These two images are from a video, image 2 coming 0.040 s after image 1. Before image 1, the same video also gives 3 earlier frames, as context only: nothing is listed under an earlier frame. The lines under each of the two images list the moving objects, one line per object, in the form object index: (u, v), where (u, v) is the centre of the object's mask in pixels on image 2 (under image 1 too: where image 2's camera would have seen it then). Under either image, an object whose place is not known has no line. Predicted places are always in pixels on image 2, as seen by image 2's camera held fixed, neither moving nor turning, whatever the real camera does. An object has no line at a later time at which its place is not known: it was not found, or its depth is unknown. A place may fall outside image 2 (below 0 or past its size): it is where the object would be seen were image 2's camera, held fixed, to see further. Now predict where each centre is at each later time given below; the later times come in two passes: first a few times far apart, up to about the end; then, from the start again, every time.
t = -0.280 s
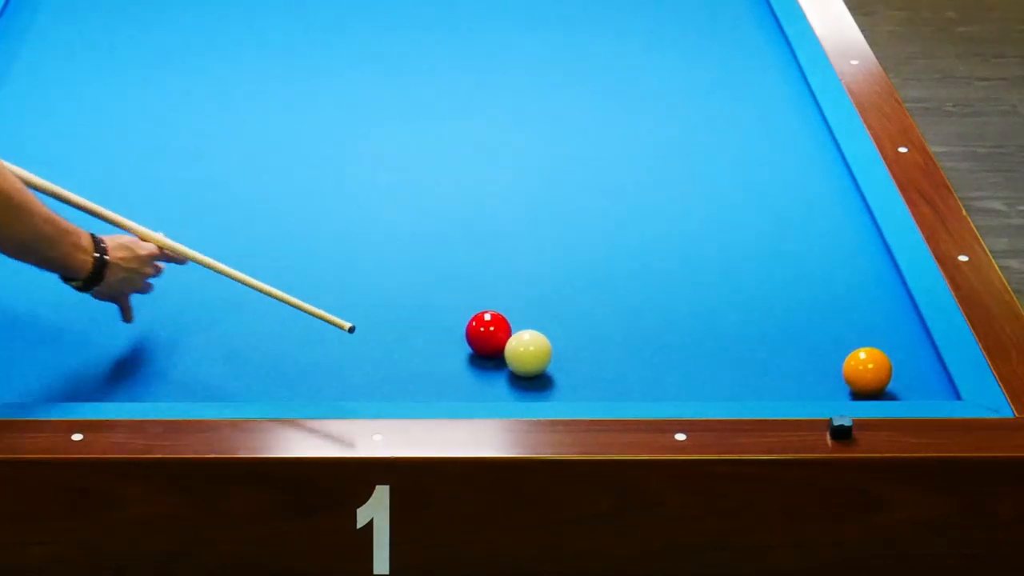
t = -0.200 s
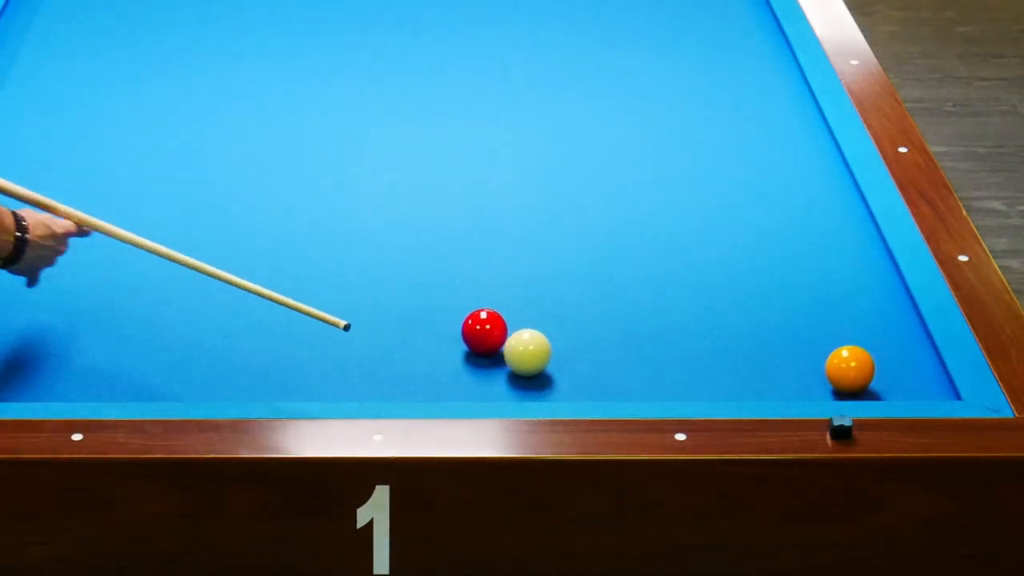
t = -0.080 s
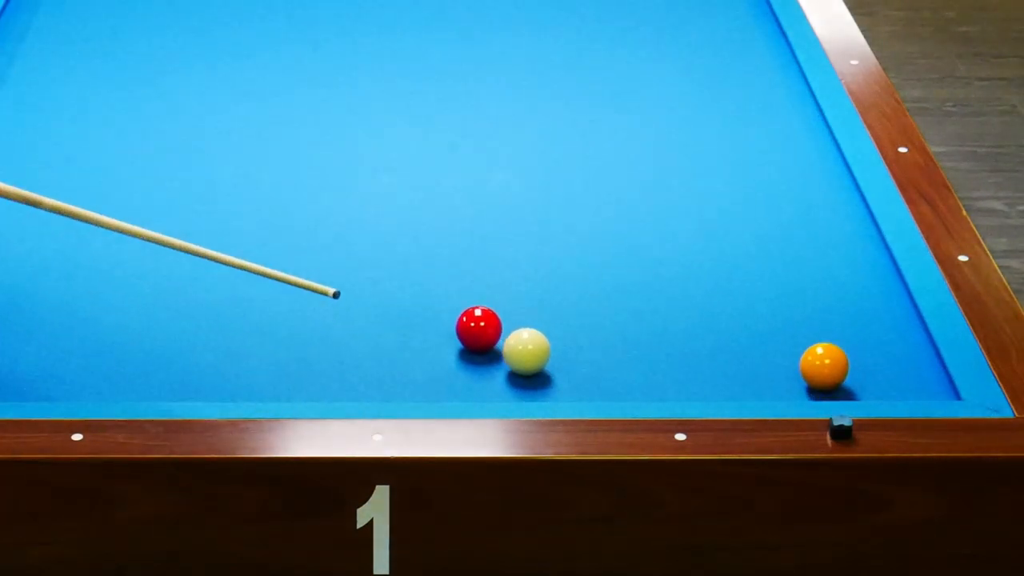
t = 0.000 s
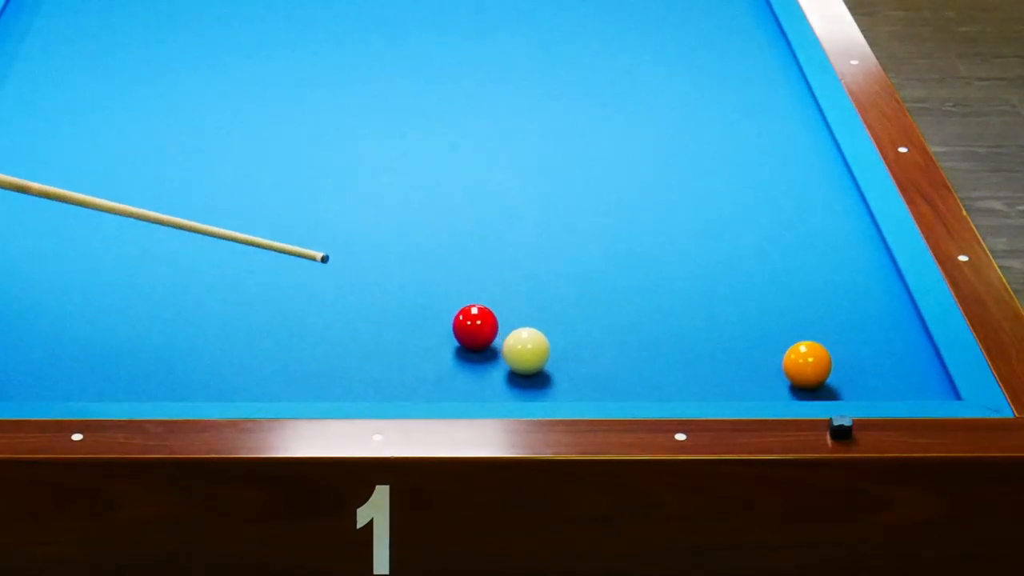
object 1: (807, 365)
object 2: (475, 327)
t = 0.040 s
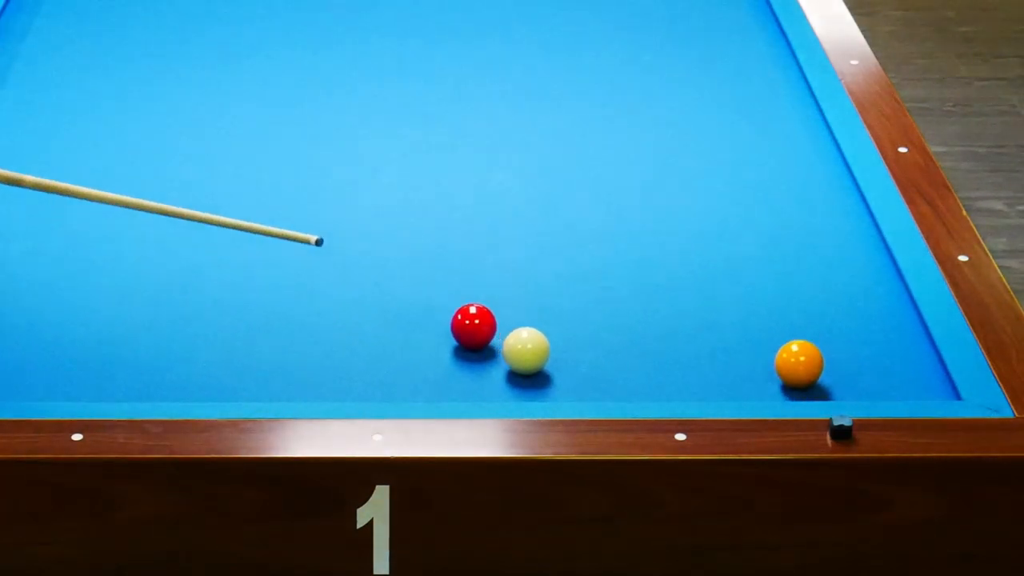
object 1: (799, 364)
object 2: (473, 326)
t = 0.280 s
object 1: (750, 359)
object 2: (464, 321)
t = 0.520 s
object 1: (705, 354)
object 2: (455, 318)
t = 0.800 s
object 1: (654, 349)
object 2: (447, 314)
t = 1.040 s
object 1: (614, 344)
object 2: (442, 311)
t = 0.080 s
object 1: (790, 363)
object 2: (472, 326)
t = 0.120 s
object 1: (782, 362)
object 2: (470, 325)
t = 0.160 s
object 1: (774, 362)
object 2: (468, 324)
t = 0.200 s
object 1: (766, 361)
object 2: (467, 323)
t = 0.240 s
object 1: (758, 360)
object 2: (465, 322)
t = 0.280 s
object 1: (750, 359)
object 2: (464, 321)
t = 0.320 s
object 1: (743, 358)
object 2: (462, 321)
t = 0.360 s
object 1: (735, 357)
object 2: (461, 320)
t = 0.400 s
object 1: (727, 356)
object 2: (459, 319)
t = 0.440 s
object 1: (719, 355)
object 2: (458, 319)
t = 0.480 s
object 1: (712, 355)
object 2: (457, 318)
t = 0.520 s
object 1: (705, 354)
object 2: (455, 318)
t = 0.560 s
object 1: (697, 353)
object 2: (454, 317)
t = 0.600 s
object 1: (690, 352)
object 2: (453, 317)
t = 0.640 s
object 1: (683, 352)
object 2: (452, 316)
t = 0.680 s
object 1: (675, 351)
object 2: (450, 315)
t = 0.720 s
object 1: (668, 350)
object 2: (449, 315)
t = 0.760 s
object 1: (661, 349)
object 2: (448, 314)
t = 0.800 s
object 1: (654, 349)
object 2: (447, 314)
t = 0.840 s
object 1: (647, 348)
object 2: (446, 314)
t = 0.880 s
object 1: (641, 347)
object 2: (445, 313)
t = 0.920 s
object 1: (634, 346)
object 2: (444, 313)
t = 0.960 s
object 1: (627, 346)
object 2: (443, 312)
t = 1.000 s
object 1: (621, 345)
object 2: (442, 312)
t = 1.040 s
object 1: (614, 344)
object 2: (442, 311)
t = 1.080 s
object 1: (608, 343)
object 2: (441, 311)
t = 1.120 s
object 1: (601, 343)
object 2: (440, 311)
